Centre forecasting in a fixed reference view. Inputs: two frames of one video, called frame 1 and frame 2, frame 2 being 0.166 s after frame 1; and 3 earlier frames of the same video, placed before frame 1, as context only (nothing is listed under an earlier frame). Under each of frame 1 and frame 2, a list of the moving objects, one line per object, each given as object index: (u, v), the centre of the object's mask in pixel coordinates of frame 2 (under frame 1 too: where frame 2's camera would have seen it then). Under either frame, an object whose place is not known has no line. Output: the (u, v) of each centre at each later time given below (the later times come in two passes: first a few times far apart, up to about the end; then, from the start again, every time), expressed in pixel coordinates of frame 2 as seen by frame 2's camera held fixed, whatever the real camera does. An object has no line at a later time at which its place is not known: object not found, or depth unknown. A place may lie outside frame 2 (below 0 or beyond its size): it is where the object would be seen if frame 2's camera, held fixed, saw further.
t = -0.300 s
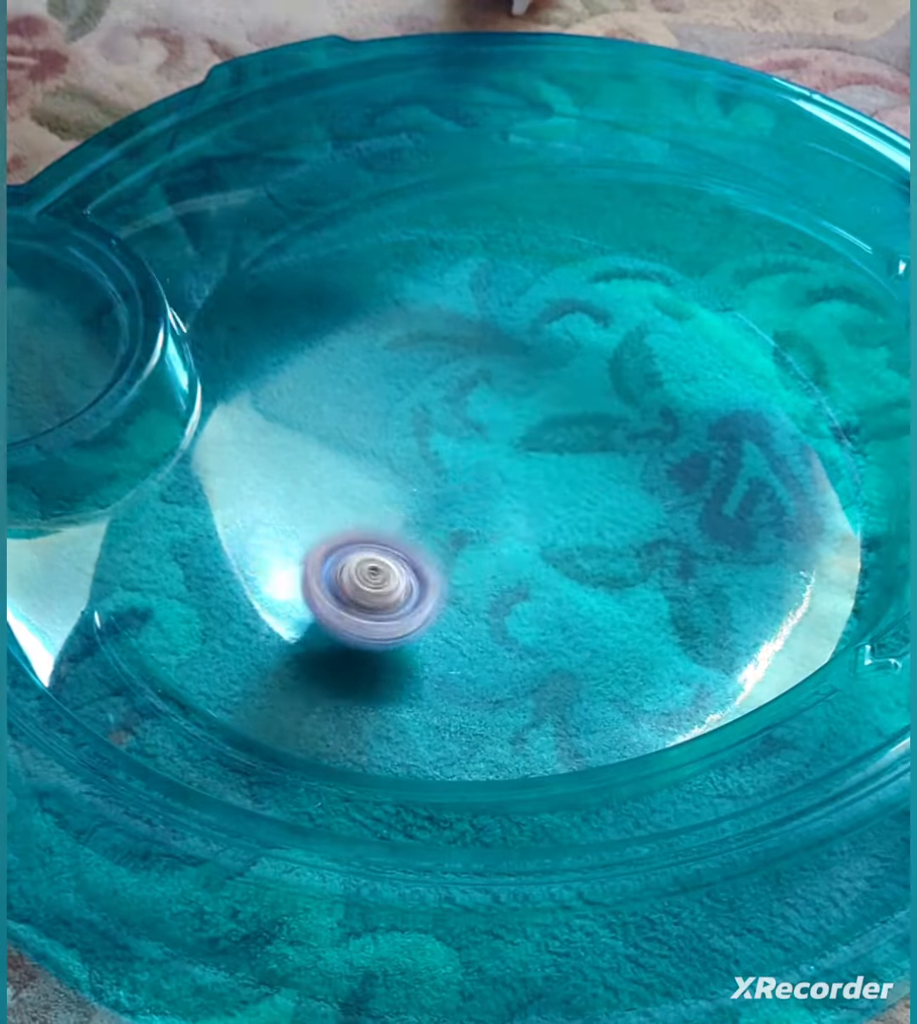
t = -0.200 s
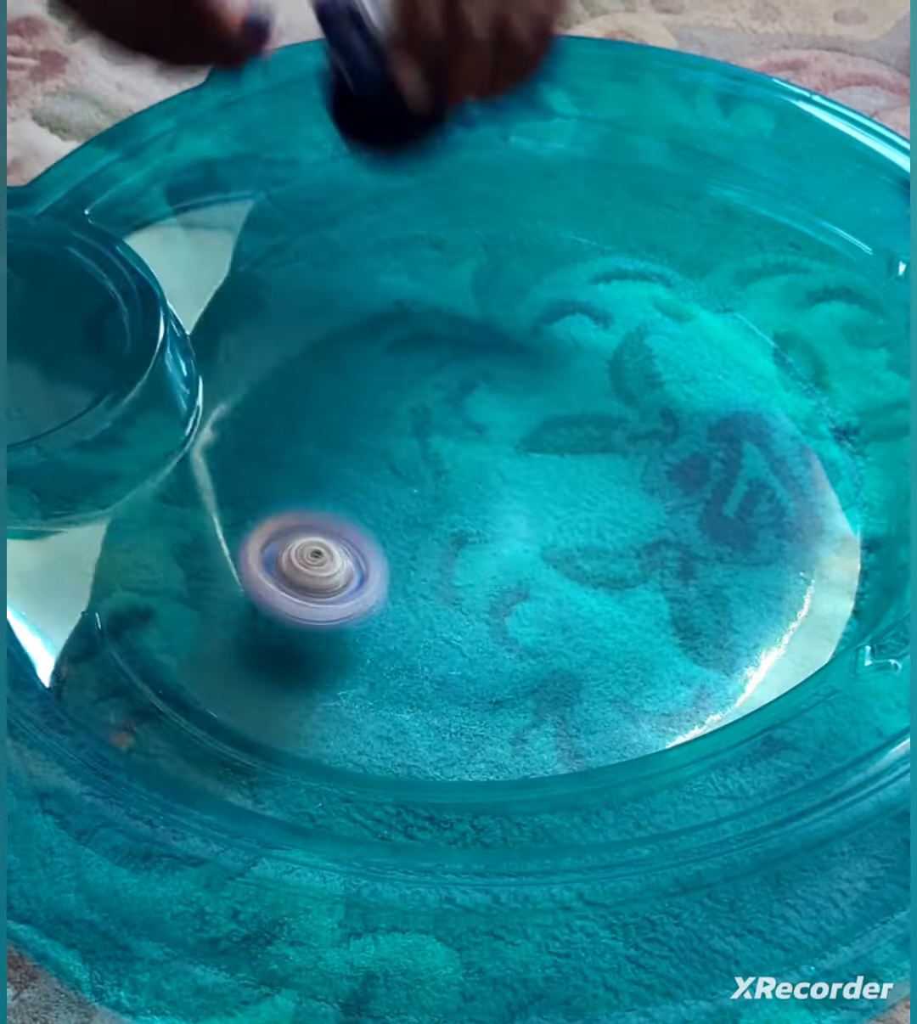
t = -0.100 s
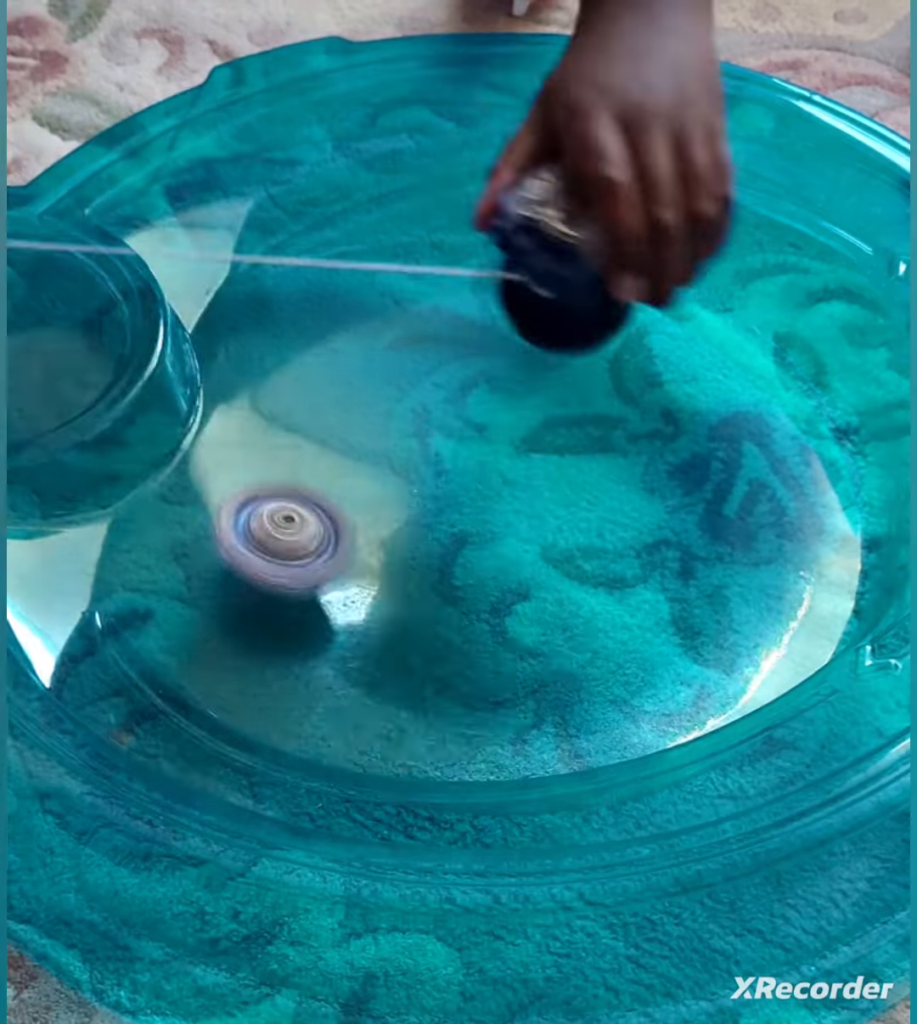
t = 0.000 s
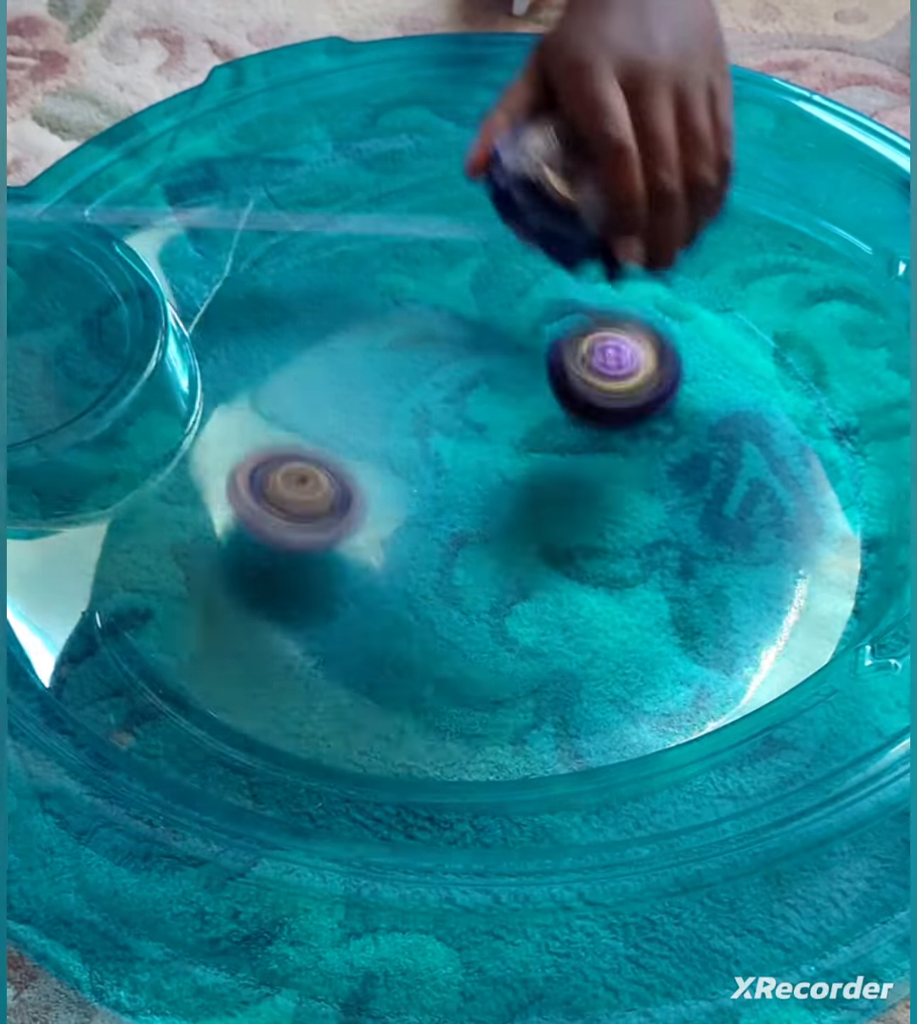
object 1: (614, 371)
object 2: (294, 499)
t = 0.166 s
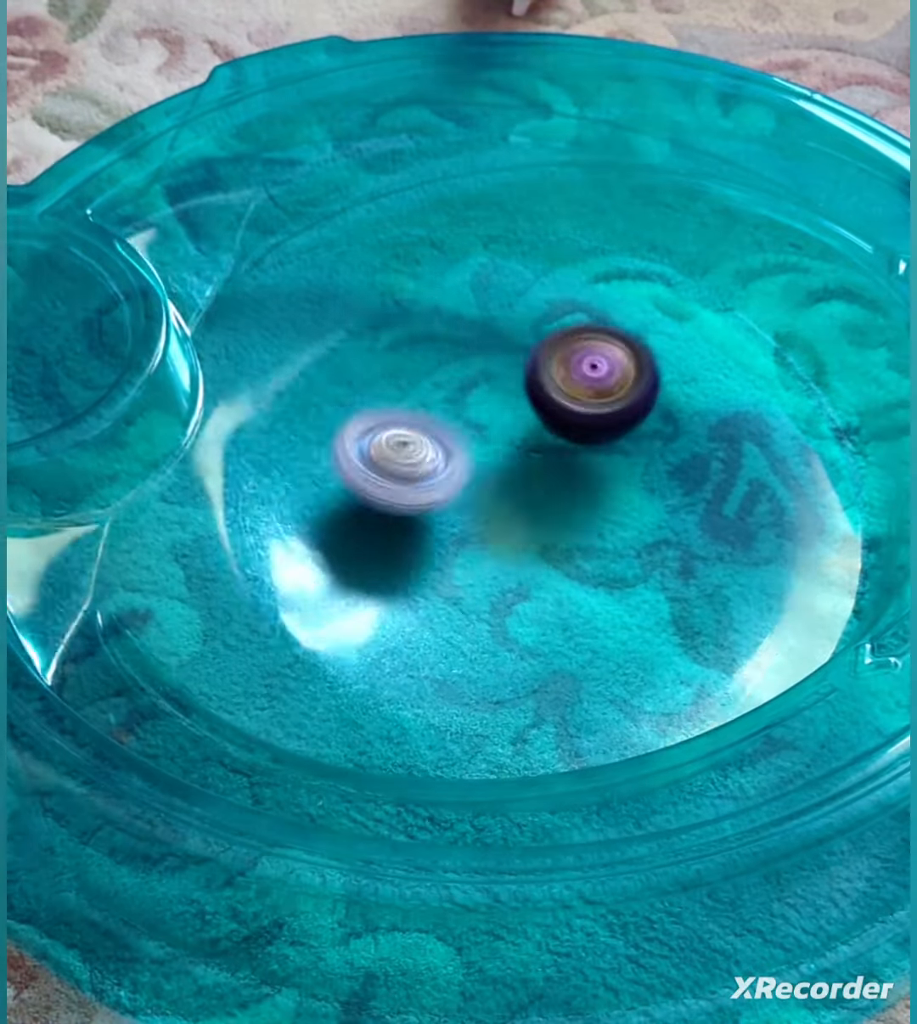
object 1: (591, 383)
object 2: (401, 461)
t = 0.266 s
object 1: (559, 381)
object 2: (483, 470)
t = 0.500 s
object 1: (502, 349)
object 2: (567, 580)
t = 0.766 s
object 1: (516, 496)
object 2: (525, 663)
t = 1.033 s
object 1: (689, 531)
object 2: (448, 582)
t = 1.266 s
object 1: (709, 456)
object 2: (520, 466)
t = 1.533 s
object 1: (701, 427)
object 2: (479, 358)
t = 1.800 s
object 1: (809, 512)
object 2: (364, 268)
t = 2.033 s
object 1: (788, 612)
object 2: (254, 240)
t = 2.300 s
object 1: (670, 681)
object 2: (249, 252)
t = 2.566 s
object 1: (539, 696)
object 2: (253, 299)
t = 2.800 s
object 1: (461, 658)
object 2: (371, 339)
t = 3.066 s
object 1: (425, 536)
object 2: (575, 417)
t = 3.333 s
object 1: (354, 427)
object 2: (700, 532)
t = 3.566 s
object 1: (332, 403)
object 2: (746, 624)
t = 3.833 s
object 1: (443, 434)
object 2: (693, 640)
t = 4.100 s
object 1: (592, 402)
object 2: (518, 596)
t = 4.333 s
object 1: (644, 353)
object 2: (412, 491)
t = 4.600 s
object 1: (588, 393)
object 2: (405, 347)
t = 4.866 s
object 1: (543, 522)
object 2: (498, 296)
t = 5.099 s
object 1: (570, 605)
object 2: (585, 374)
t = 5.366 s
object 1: (594, 614)
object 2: (579, 502)
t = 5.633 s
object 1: (554, 619)
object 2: (487, 499)
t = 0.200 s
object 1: (581, 386)
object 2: (429, 462)
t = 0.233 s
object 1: (570, 385)
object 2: (457, 464)
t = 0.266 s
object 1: (559, 381)
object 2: (483, 470)
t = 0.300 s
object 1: (562, 363)
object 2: (495, 485)
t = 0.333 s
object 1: (558, 350)
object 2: (507, 503)
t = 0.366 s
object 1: (552, 341)
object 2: (523, 517)
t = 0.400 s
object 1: (541, 337)
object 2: (538, 533)
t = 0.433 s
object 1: (528, 335)
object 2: (550, 549)
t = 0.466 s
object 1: (516, 340)
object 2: (560, 564)
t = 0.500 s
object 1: (502, 349)
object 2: (567, 580)
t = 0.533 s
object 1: (492, 362)
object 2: (572, 593)
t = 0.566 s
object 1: (484, 379)
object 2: (573, 606)
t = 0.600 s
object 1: (479, 398)
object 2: (571, 621)
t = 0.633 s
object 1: (478, 419)
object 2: (565, 635)
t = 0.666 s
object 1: (481, 441)
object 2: (561, 644)
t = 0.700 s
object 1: (489, 460)
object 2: (548, 655)
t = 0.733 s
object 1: (501, 480)
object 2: (541, 660)
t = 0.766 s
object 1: (516, 496)
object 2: (525, 663)
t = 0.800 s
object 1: (536, 512)
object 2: (514, 663)
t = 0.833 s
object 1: (557, 526)
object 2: (499, 658)
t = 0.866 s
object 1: (579, 534)
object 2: (489, 652)
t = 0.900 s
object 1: (603, 540)
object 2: (476, 642)
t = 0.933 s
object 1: (626, 543)
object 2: (464, 630)
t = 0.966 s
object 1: (649, 540)
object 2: (454, 614)
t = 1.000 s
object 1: (671, 537)
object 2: (448, 598)
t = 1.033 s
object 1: (689, 531)
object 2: (448, 582)
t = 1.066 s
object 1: (706, 521)
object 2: (448, 562)
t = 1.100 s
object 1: (719, 512)
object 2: (454, 546)
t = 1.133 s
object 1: (726, 501)
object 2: (462, 527)
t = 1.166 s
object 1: (730, 488)
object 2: (473, 512)
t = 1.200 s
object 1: (728, 477)
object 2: (490, 494)
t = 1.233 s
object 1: (721, 467)
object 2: (502, 482)
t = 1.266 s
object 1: (709, 456)
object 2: (520, 466)
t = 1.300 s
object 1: (695, 447)
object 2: (533, 452)
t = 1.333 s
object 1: (688, 440)
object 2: (539, 440)
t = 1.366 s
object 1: (692, 432)
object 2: (530, 424)
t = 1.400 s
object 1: (691, 425)
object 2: (523, 414)
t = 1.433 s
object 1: (682, 422)
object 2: (523, 402)
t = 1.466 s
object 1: (667, 418)
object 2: (522, 391)
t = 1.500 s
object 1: (663, 418)
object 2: (515, 381)
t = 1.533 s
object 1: (701, 427)
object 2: (479, 358)
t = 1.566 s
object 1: (732, 436)
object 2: (445, 339)
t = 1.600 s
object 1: (757, 444)
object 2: (420, 325)
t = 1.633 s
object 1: (780, 451)
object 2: (402, 312)
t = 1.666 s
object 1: (803, 462)
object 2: (389, 302)
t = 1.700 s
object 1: (825, 475)
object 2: (379, 293)
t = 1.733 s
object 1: (824, 487)
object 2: (373, 286)
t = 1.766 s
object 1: (815, 500)
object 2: (370, 278)
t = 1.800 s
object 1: (809, 512)
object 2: (364, 268)
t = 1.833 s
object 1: (805, 526)
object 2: (354, 262)
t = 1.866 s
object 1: (802, 541)
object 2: (341, 255)
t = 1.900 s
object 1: (800, 556)
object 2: (327, 250)
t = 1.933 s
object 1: (798, 571)
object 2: (311, 245)
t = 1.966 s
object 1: (796, 585)
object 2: (294, 241)
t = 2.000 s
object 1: (795, 600)
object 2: (273, 241)
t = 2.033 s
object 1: (788, 612)
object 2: (254, 240)
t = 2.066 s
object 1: (774, 622)
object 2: (235, 241)
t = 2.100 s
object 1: (760, 632)
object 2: (218, 238)
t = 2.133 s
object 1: (746, 642)
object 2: (207, 235)
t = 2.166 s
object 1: (732, 650)
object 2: (205, 236)
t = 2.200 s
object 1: (718, 659)
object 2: (210, 242)
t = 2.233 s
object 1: (703, 667)
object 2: (223, 247)
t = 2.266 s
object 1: (687, 675)
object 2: (238, 248)
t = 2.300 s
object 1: (670, 681)
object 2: (249, 252)
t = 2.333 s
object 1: (653, 686)
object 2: (254, 255)
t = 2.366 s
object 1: (637, 691)
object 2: (255, 260)
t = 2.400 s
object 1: (621, 695)
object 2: (254, 268)
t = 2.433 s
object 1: (606, 698)
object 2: (252, 277)
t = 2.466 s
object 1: (588, 700)
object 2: (247, 284)
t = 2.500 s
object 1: (571, 700)
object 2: (240, 292)
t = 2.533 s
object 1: (555, 698)
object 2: (243, 296)
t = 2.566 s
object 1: (539, 696)
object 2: (253, 299)
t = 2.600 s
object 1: (524, 693)
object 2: (261, 302)
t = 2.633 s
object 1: (510, 689)
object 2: (270, 308)
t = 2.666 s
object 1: (497, 685)
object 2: (280, 313)
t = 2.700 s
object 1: (483, 680)
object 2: (297, 319)
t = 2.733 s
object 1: (473, 674)
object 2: (317, 324)
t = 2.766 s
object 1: (465, 666)
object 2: (343, 332)
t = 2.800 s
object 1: (461, 658)
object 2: (371, 339)
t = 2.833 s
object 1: (458, 648)
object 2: (401, 346)
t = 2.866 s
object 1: (455, 637)
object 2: (429, 353)
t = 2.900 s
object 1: (452, 623)
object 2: (456, 362)
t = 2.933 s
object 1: (448, 609)
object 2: (483, 371)
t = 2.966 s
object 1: (444, 591)
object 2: (509, 382)
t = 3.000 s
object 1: (439, 573)
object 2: (532, 393)
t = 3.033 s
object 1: (432, 554)
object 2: (555, 405)
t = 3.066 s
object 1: (425, 536)
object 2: (575, 417)
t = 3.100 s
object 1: (417, 518)
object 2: (595, 430)
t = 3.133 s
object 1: (408, 501)
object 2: (614, 443)
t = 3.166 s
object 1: (398, 485)
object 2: (632, 457)
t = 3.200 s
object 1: (387, 470)
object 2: (647, 471)
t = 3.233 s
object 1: (378, 457)
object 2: (662, 485)
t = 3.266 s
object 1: (369, 445)
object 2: (676, 500)
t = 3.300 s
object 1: (361, 435)
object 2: (689, 516)
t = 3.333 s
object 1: (354, 427)
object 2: (700, 532)
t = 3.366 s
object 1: (347, 419)
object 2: (710, 546)
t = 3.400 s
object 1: (341, 413)
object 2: (718, 562)
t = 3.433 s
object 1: (337, 408)
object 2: (724, 576)
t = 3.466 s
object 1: (334, 405)
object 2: (730, 590)
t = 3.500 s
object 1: (332, 404)
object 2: (736, 603)
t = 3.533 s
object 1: (331, 402)
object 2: (741, 615)
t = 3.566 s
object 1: (332, 403)
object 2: (746, 624)
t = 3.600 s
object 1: (336, 405)
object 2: (751, 633)
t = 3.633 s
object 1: (343, 407)
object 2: (755, 640)
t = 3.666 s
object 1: (353, 411)
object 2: (751, 643)
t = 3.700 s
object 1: (367, 416)
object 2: (743, 646)
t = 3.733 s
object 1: (383, 422)
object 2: (733, 646)
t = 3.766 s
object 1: (402, 427)
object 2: (722, 645)
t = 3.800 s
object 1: (422, 431)
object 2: (710, 643)
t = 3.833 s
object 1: (443, 434)
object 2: (693, 640)
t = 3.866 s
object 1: (464, 435)
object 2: (676, 637)
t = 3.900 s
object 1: (485, 435)
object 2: (656, 634)
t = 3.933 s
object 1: (506, 433)
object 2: (634, 631)
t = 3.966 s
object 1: (526, 429)
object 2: (611, 627)
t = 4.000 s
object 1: (545, 424)
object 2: (586, 621)
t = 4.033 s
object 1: (562, 418)
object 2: (562, 615)
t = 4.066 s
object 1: (578, 410)
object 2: (540, 607)
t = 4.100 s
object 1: (592, 402)
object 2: (518, 596)
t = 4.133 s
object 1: (605, 394)
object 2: (499, 585)
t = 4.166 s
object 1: (616, 386)
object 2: (480, 572)
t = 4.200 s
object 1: (626, 378)
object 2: (463, 558)
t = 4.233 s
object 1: (633, 370)
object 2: (448, 543)
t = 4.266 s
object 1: (639, 364)
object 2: (434, 526)
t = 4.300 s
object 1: (642, 358)
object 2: (423, 509)
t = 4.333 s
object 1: (644, 353)
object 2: (412, 491)
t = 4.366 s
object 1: (643, 351)
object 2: (402, 473)
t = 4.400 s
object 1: (641, 349)
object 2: (396, 454)
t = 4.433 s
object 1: (637, 351)
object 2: (392, 436)
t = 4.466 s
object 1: (630, 354)
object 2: (390, 416)
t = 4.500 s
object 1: (621, 361)
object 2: (390, 398)
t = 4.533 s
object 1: (611, 369)
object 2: (393, 378)
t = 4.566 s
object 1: (600, 380)
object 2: (398, 362)
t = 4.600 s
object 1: (588, 393)
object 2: (405, 347)
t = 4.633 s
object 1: (577, 408)
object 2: (414, 334)
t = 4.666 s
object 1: (567, 423)
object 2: (425, 323)
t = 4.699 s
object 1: (558, 440)
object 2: (435, 313)
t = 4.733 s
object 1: (551, 457)
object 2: (447, 306)
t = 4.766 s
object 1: (546, 473)
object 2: (459, 301)
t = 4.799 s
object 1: (543, 489)
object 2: (472, 296)
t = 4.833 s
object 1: (543, 505)
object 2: (485, 295)
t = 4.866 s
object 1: (543, 522)
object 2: (498, 296)
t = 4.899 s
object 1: (545, 536)
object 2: (512, 299)
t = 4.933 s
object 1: (548, 550)
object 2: (527, 308)
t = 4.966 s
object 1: (551, 564)
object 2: (540, 316)
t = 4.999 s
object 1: (555, 577)
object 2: (553, 327)
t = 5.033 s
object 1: (559, 588)
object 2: (565, 341)
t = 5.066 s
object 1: (565, 598)
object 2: (577, 357)
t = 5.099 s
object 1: (570, 605)
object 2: (585, 374)
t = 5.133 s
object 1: (576, 611)
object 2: (592, 393)
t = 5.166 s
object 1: (582, 617)
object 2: (596, 411)
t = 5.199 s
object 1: (587, 620)
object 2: (598, 430)
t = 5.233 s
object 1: (591, 621)
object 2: (598, 448)
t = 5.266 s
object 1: (594, 621)
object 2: (596, 465)
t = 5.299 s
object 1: (596, 617)
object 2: (592, 481)
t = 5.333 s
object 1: (595, 613)
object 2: (587, 496)
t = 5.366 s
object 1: (594, 614)
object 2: (579, 502)
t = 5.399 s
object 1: (590, 617)
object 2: (568, 505)
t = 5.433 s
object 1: (586, 617)
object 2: (554, 507)
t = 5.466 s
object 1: (583, 622)
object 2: (541, 508)
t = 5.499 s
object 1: (579, 625)
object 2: (527, 509)
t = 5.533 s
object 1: (575, 625)
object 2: (515, 509)
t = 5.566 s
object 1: (569, 624)
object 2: (504, 508)
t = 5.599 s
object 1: (562, 622)
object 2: (495, 503)
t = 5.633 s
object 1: (554, 619)
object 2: (487, 499)
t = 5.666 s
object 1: (544, 615)
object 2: (481, 496)
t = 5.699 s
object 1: (533, 610)
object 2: (472, 495)
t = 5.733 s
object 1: (521, 604)
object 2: (462, 493)
